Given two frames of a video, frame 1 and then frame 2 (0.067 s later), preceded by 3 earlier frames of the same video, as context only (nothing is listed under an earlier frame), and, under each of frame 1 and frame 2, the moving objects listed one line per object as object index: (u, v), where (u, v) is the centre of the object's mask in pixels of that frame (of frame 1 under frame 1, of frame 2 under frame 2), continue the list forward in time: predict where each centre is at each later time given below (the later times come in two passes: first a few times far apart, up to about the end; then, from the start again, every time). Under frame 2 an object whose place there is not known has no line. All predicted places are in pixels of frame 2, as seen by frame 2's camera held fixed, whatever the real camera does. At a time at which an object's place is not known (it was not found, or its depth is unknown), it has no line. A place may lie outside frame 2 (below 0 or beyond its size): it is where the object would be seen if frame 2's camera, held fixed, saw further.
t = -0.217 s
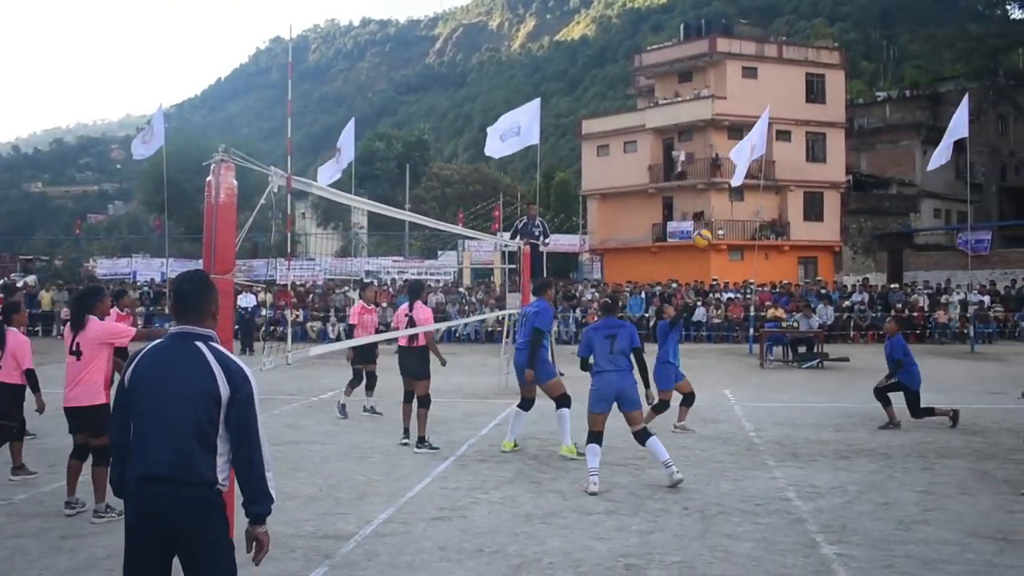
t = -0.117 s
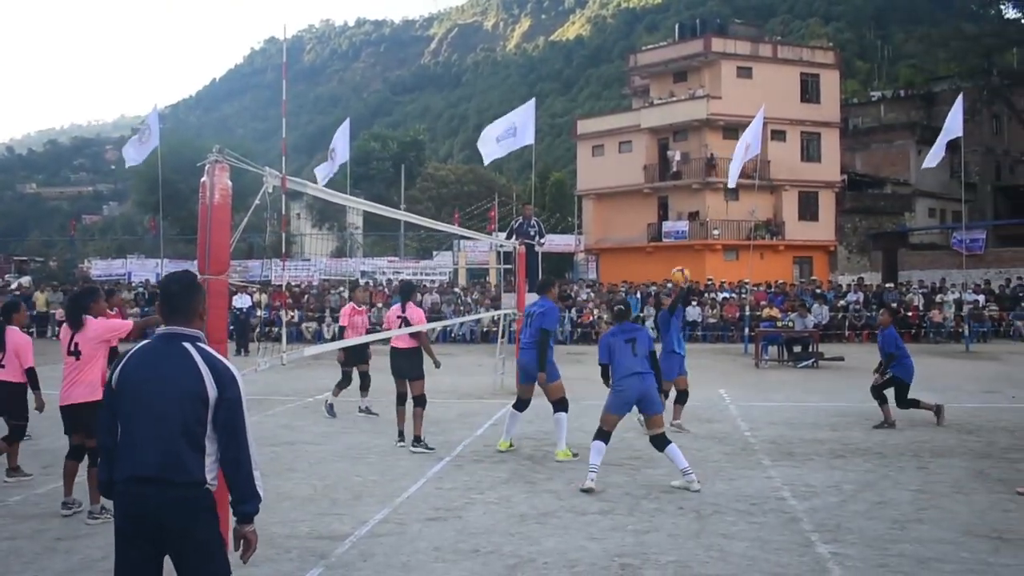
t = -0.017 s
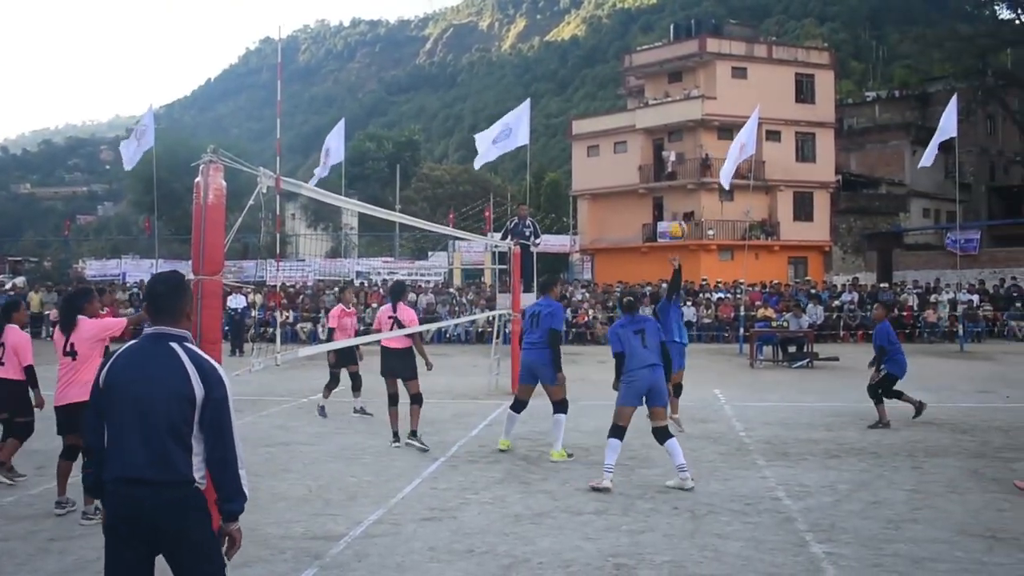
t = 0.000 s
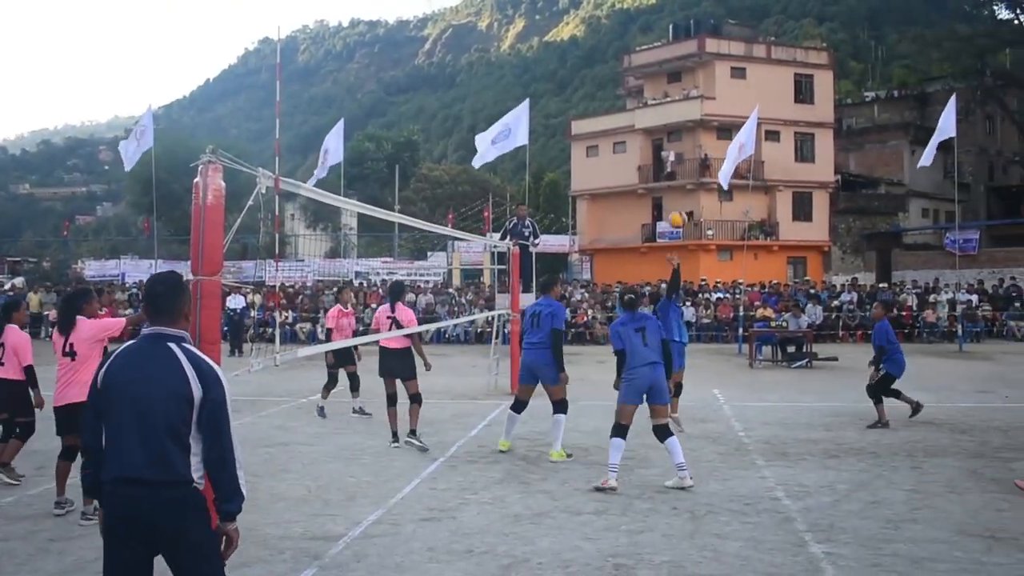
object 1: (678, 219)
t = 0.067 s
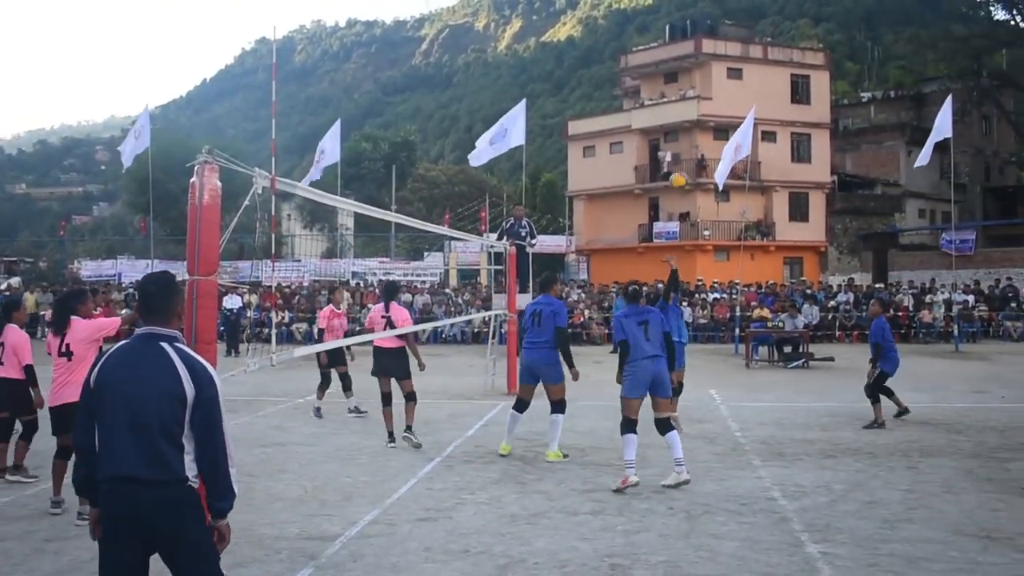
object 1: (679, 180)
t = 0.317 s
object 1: (694, 67)
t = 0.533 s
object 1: (706, 14)
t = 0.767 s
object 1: (719, 3)
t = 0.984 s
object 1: (730, 36)
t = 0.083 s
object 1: (679, 171)
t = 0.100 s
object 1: (681, 162)
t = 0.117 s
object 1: (681, 154)
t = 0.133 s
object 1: (682, 145)
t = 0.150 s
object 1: (684, 137)
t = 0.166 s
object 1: (685, 129)
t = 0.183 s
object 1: (687, 121)
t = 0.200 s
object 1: (688, 114)
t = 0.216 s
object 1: (688, 106)
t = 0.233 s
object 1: (690, 99)
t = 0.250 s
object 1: (690, 92)
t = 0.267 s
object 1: (691, 86)
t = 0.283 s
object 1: (693, 79)
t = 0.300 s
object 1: (694, 74)
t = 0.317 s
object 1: (694, 67)
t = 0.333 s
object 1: (695, 62)
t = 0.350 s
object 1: (697, 56)
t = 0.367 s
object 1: (697, 52)
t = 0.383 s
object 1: (698, 47)
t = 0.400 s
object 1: (699, 42)
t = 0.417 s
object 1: (700, 39)
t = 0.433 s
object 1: (701, 34)
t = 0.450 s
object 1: (702, 30)
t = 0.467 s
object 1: (703, 26)
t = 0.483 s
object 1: (703, 23)
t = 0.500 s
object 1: (705, 20)
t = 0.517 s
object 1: (705, 17)
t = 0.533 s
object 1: (706, 14)
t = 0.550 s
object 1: (708, 12)
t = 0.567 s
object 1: (708, 9)
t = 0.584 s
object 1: (709, 7)
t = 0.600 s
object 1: (710, 6)
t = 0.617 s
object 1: (711, 4)
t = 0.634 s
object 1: (711, 4)
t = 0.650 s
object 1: (712, 3)
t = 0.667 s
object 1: (713, 2)
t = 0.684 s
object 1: (714, 3)
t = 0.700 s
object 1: (715, 2)
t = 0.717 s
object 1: (716, 2)
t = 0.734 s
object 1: (717, 2)
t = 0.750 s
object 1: (718, 3)
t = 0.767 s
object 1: (719, 3)
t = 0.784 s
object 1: (719, 4)
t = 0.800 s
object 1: (720, 5)
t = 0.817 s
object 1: (721, 7)
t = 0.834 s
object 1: (722, 9)
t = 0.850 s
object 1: (723, 10)
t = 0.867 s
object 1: (724, 12)
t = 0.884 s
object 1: (725, 15)
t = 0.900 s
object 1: (725, 17)
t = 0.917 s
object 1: (726, 21)
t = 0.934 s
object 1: (727, 24)
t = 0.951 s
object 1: (728, 27)
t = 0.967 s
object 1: (729, 31)
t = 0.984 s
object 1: (730, 36)
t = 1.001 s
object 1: (731, 41)
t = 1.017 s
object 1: (732, 45)
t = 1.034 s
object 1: (733, 50)
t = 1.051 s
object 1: (734, 56)
